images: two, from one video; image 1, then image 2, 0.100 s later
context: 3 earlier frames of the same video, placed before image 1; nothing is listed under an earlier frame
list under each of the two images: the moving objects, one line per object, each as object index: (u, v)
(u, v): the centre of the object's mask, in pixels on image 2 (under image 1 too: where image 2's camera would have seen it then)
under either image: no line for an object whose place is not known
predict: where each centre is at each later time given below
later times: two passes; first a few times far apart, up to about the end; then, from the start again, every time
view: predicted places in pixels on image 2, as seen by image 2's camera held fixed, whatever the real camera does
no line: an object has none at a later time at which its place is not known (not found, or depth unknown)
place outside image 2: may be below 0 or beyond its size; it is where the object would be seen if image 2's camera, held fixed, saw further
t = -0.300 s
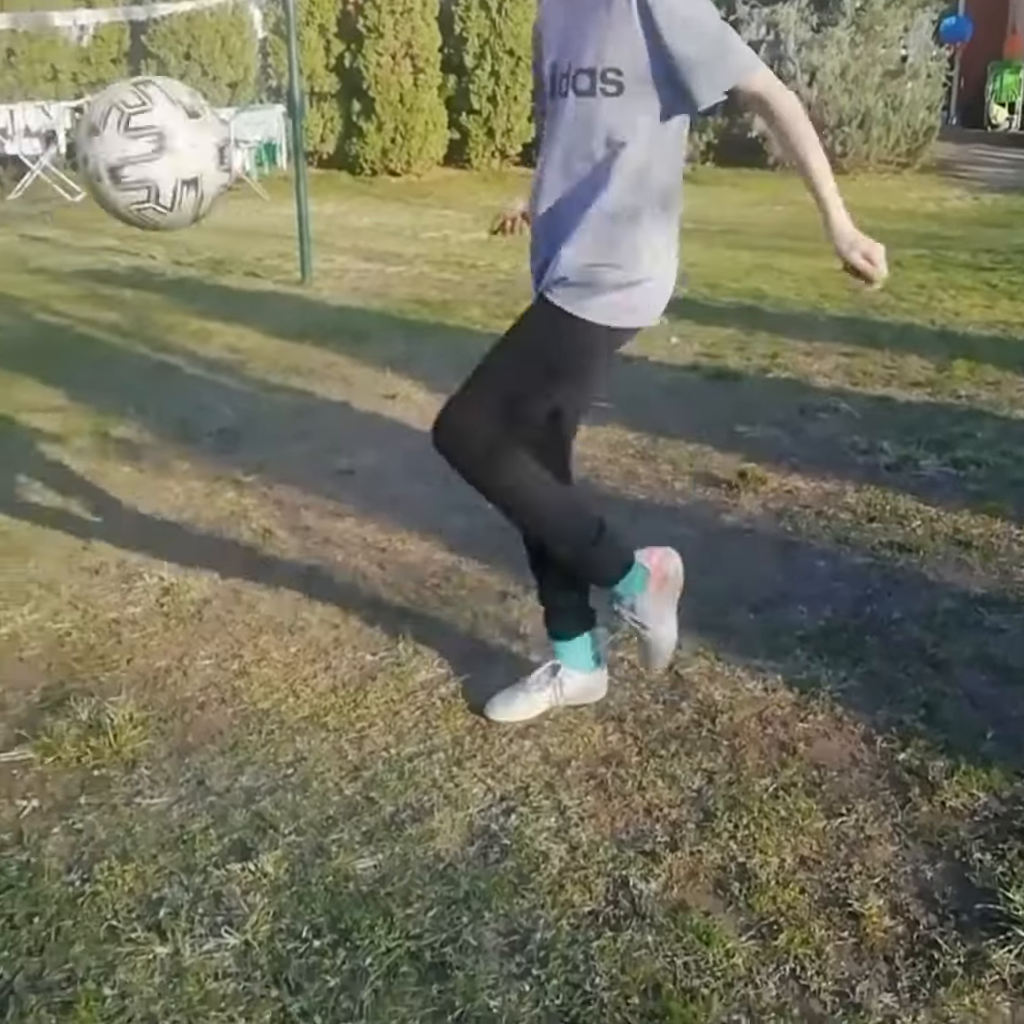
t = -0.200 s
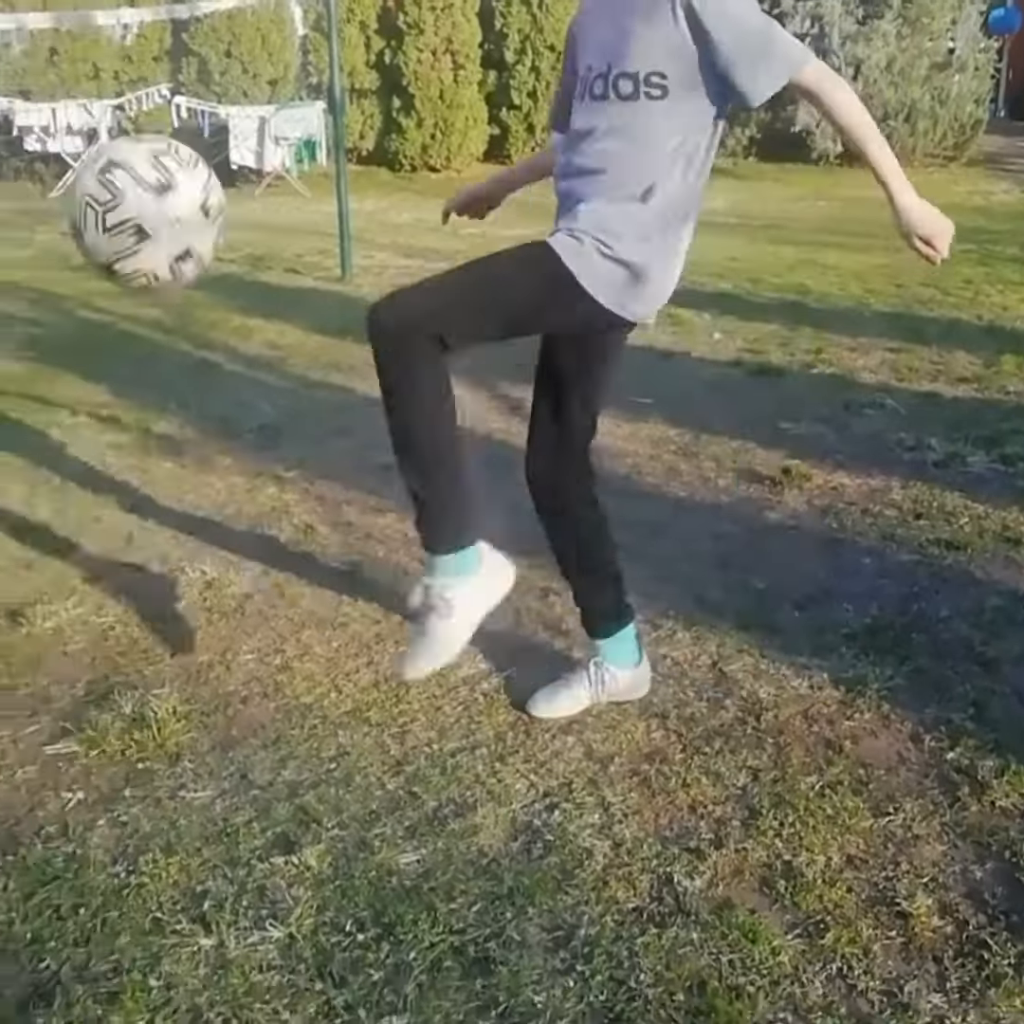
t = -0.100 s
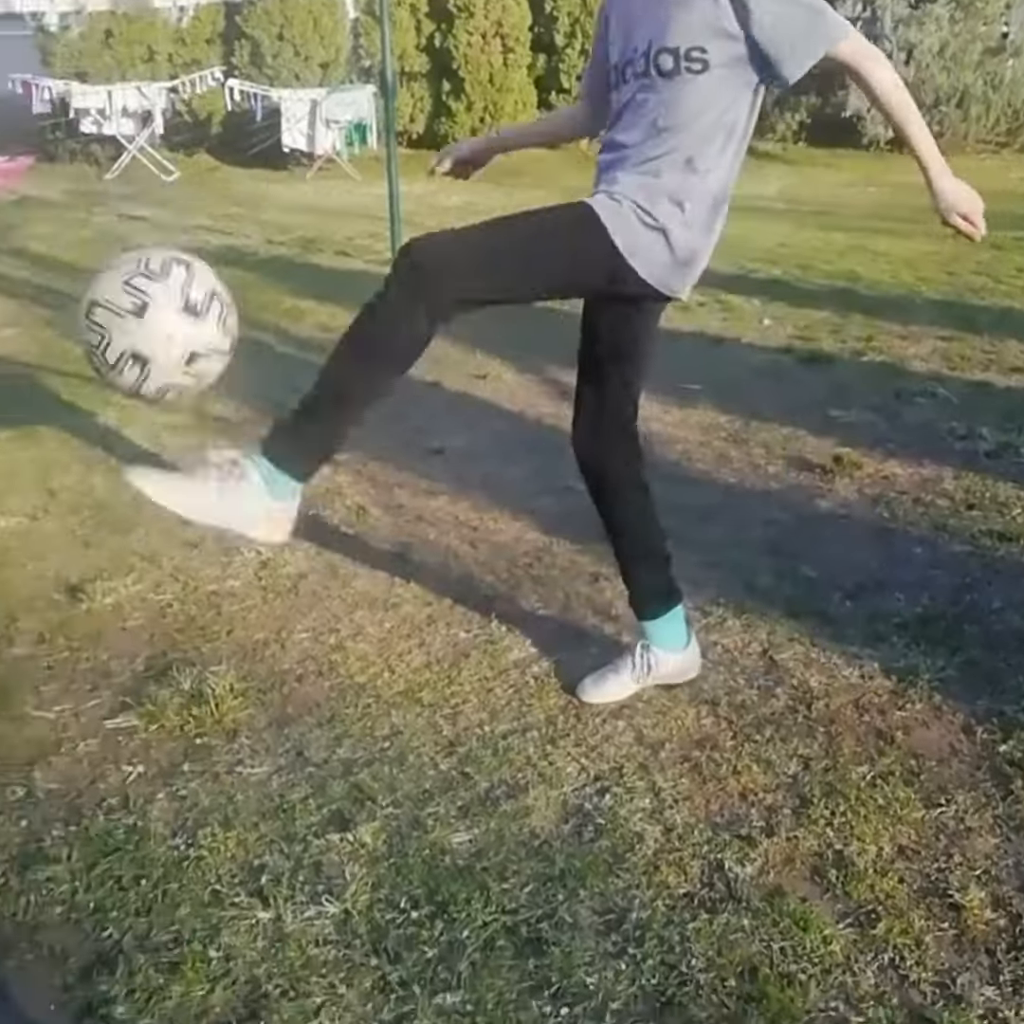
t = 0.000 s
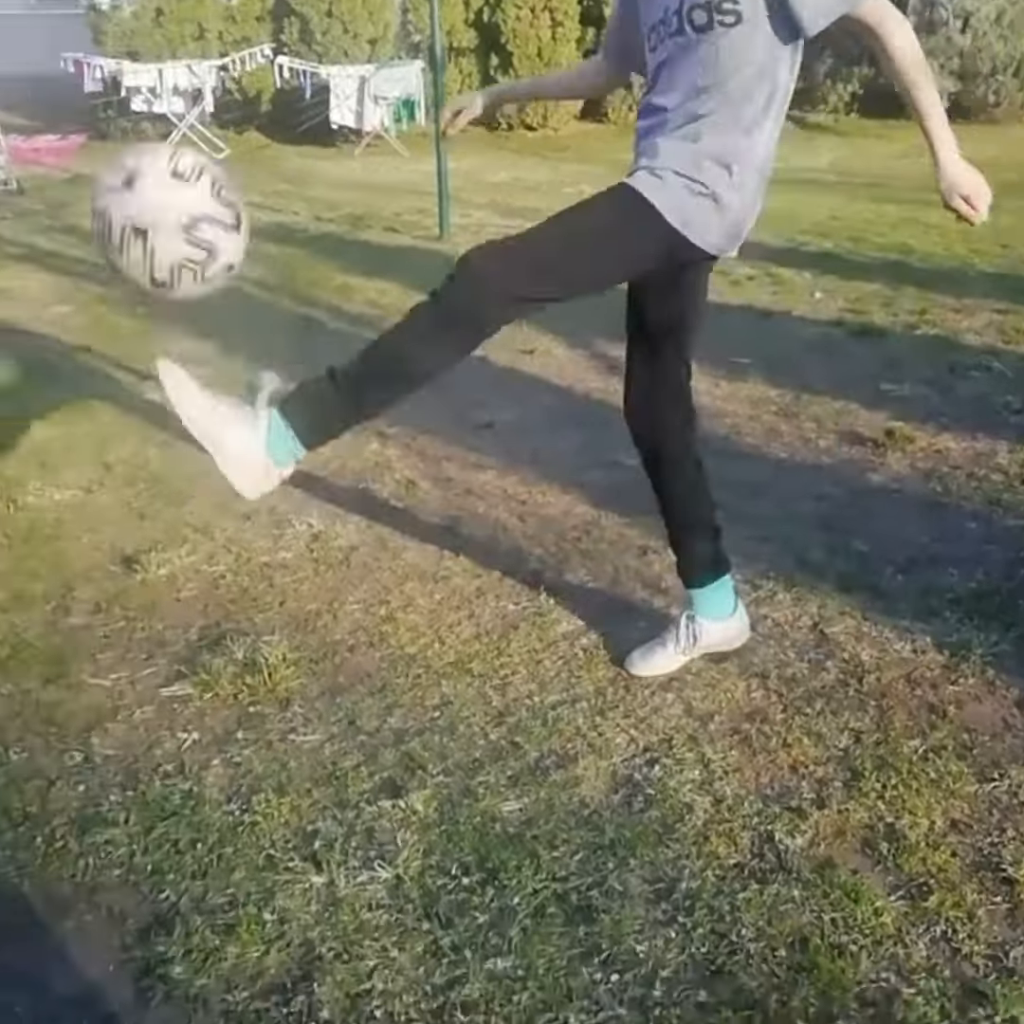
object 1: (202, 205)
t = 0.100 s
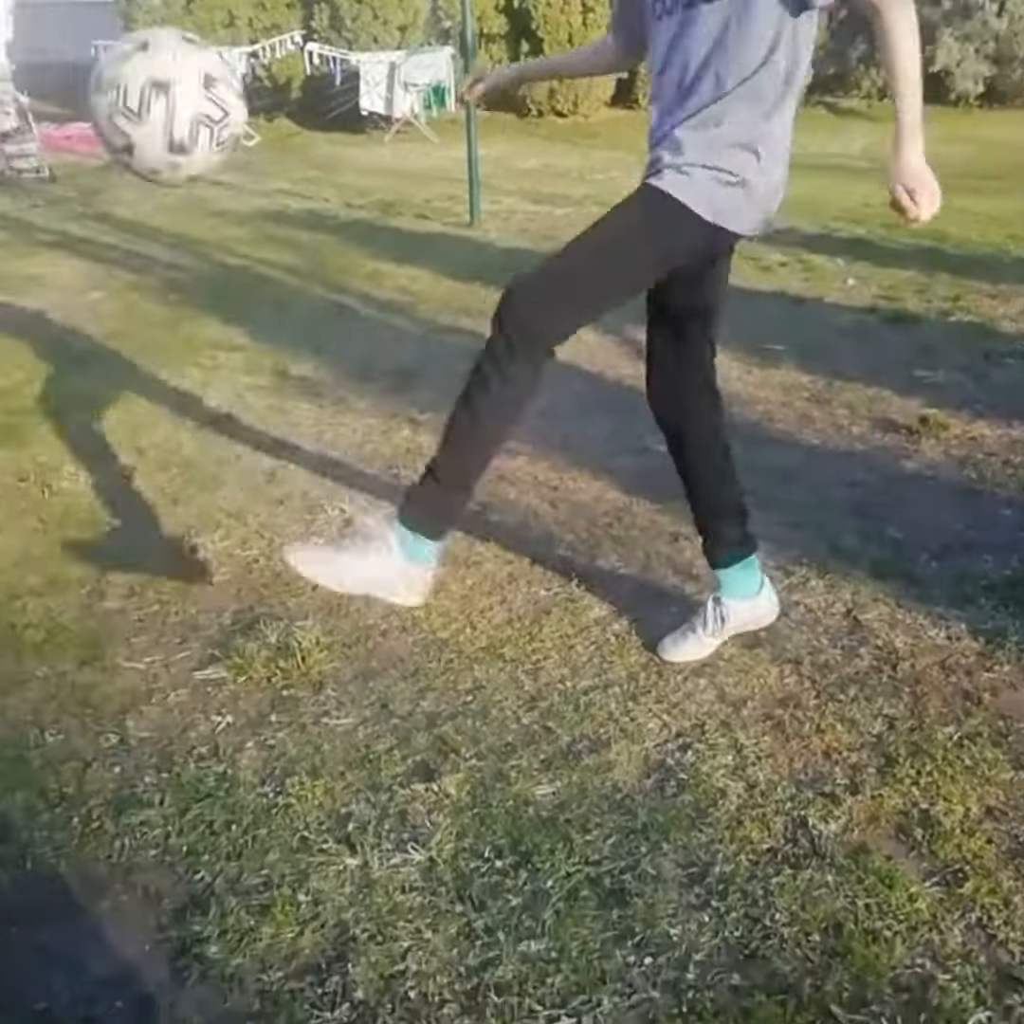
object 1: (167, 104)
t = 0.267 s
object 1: (124, 97)
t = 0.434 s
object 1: (107, 263)
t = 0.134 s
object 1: (158, 86)
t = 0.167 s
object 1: (151, 80)
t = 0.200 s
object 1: (144, 81)
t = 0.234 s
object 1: (135, 86)
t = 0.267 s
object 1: (124, 97)
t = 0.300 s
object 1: (122, 118)
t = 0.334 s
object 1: (117, 145)
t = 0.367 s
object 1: (112, 178)
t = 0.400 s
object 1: (109, 218)
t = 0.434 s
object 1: (107, 263)
